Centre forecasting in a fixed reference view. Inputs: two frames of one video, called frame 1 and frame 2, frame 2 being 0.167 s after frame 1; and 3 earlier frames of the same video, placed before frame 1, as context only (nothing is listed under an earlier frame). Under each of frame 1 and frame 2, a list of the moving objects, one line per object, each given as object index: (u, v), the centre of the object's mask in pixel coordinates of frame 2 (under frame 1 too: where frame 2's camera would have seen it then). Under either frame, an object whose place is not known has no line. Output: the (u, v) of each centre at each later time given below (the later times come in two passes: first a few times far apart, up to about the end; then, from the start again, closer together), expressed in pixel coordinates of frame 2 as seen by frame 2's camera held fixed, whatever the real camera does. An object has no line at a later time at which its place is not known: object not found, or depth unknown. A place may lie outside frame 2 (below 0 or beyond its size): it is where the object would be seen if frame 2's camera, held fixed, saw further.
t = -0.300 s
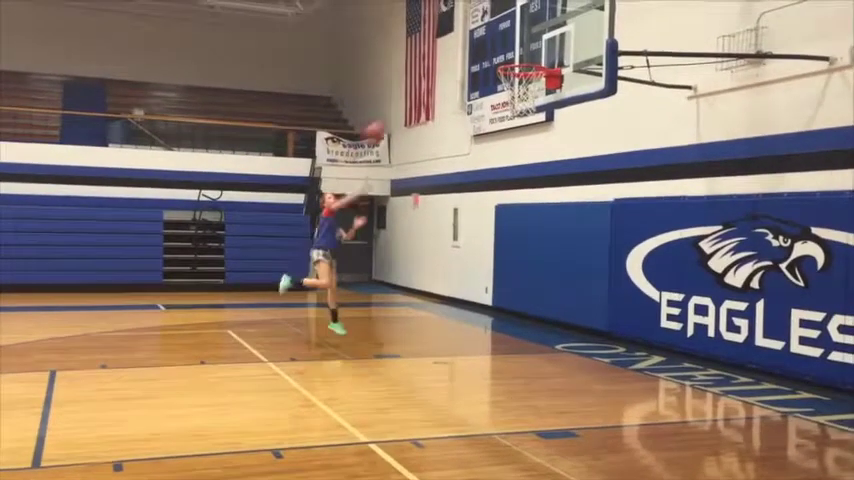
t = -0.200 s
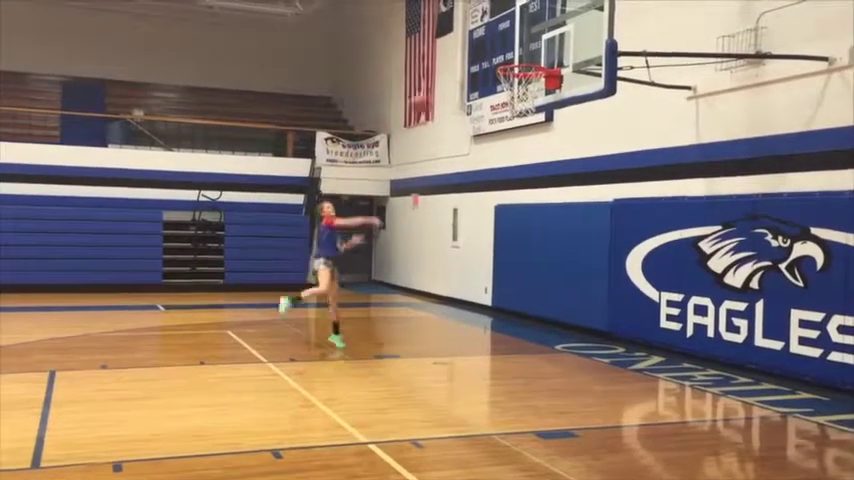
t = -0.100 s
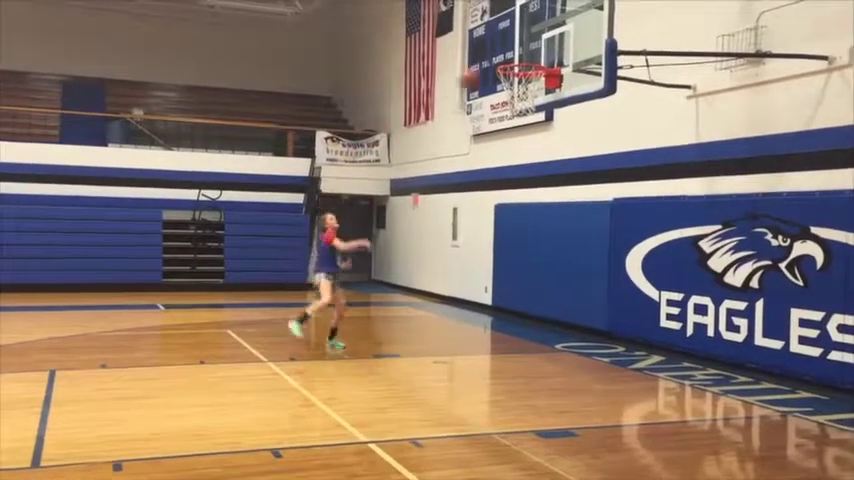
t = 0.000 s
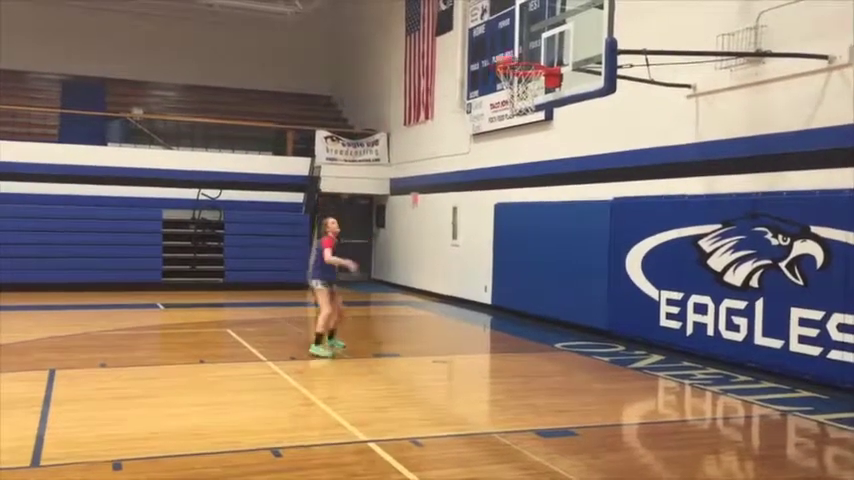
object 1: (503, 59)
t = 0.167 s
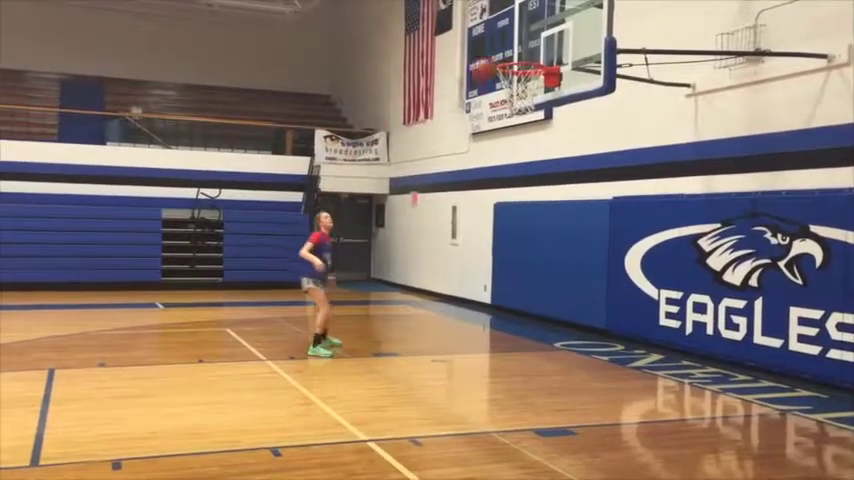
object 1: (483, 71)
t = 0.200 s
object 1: (477, 75)
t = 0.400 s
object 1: (441, 136)
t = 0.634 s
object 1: (388, 290)
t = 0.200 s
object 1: (477, 75)
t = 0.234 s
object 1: (471, 83)
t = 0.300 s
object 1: (460, 100)
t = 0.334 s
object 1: (454, 110)
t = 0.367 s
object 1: (448, 123)
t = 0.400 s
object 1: (441, 136)
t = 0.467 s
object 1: (427, 170)
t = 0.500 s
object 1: (420, 190)
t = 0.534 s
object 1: (413, 210)
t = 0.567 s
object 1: (405, 237)
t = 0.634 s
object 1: (388, 290)
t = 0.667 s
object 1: (381, 324)
